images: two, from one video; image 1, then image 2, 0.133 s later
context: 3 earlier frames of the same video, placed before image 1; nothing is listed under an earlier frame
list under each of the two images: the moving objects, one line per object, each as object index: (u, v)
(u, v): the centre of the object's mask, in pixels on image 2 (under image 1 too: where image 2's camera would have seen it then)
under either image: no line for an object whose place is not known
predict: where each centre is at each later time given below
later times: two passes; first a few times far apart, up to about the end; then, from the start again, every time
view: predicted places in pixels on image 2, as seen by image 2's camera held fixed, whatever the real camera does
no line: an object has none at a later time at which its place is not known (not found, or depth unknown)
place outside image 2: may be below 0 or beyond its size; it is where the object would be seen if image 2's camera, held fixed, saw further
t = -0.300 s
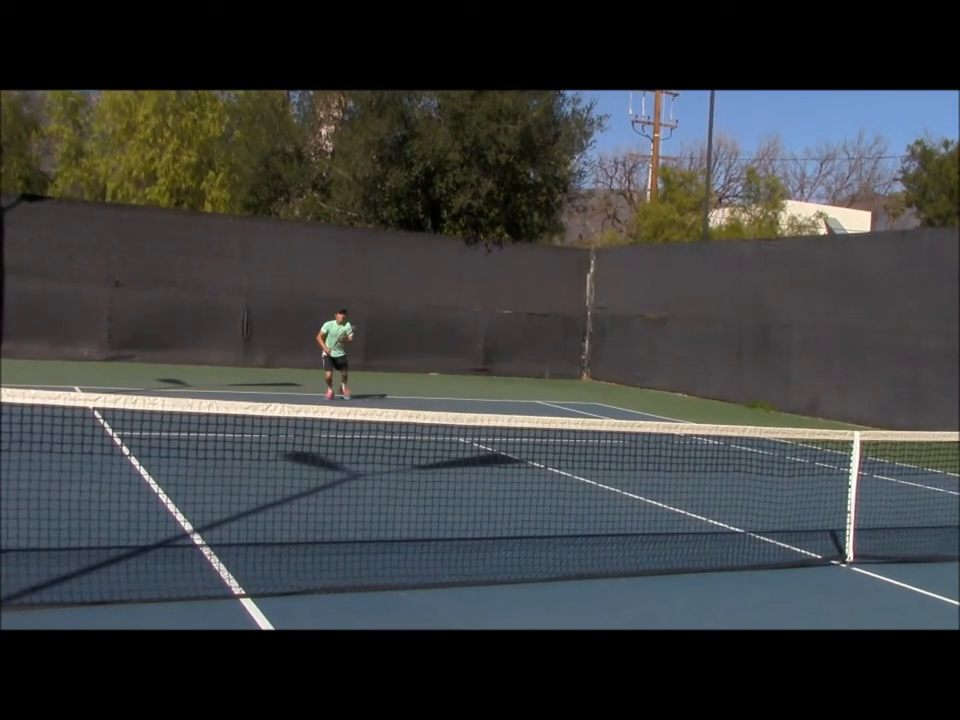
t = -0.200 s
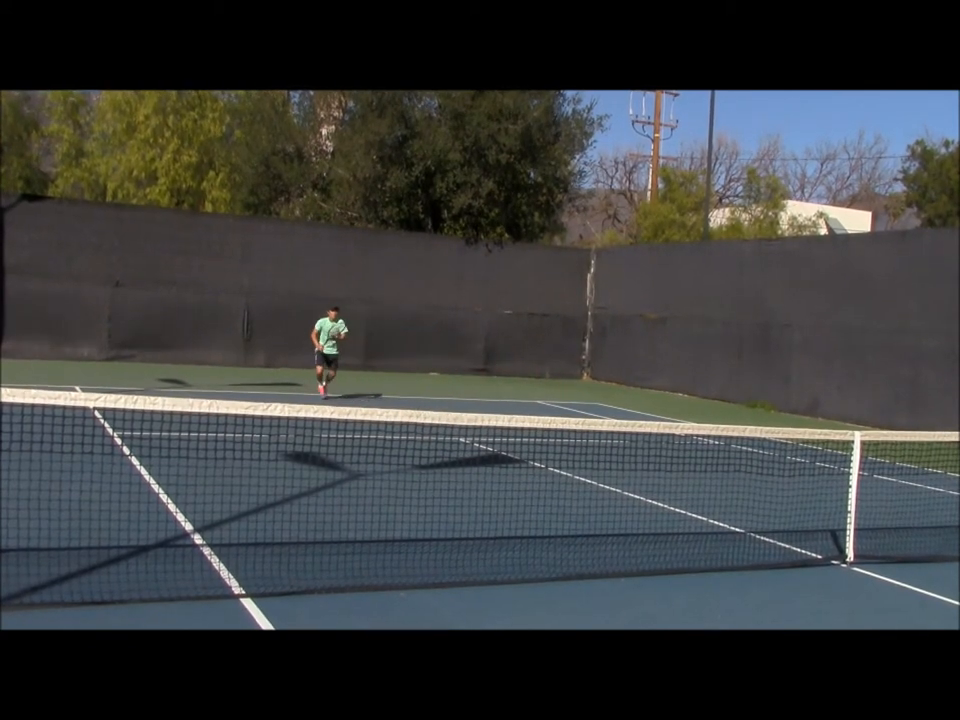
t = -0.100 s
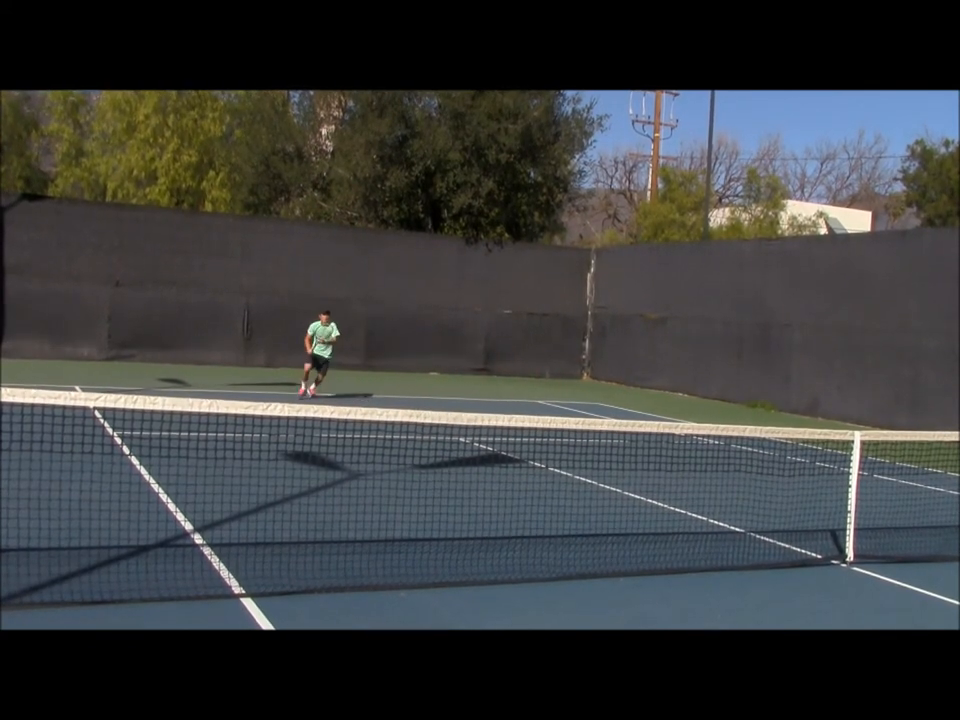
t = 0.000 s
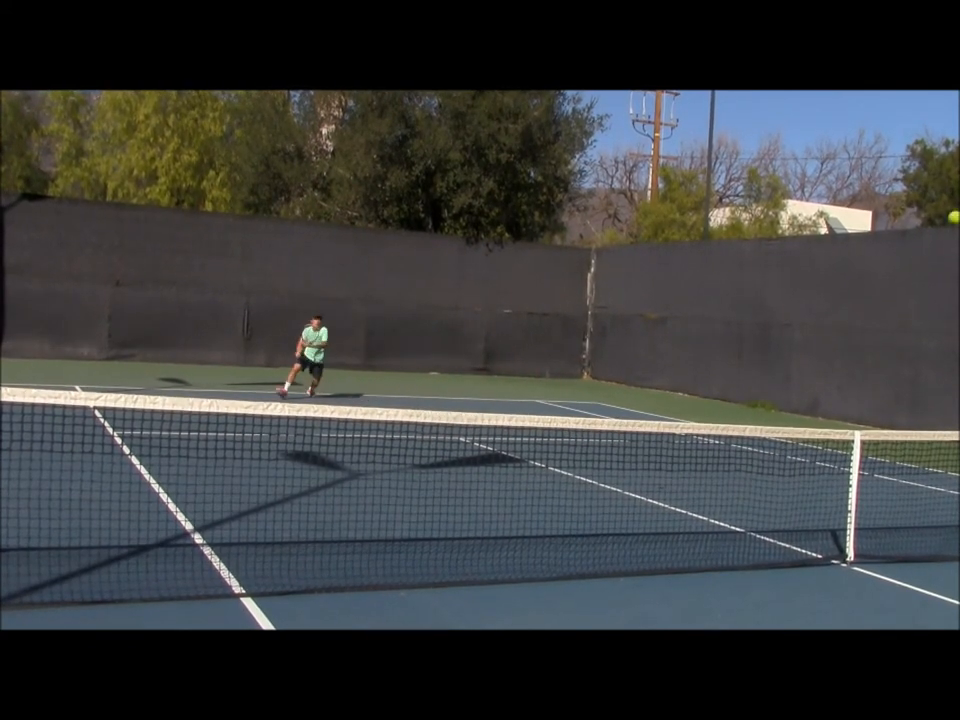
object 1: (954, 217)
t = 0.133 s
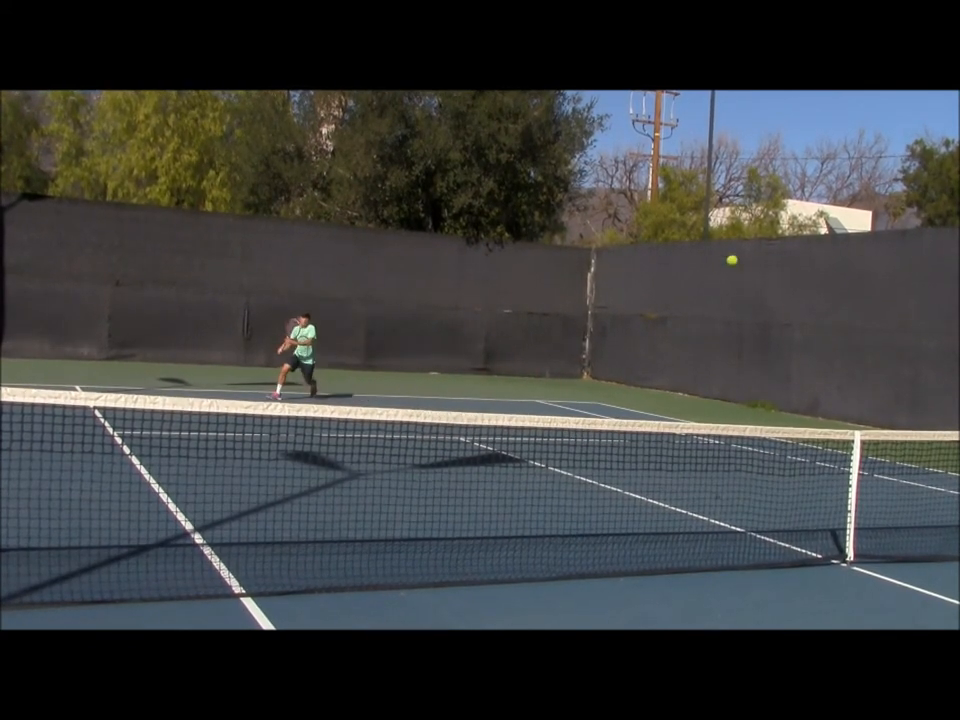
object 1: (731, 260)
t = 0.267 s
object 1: (583, 312)
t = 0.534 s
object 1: (397, 432)
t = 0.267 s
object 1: (583, 312)
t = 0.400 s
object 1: (477, 370)
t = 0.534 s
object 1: (397, 432)
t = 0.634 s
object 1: (365, 429)
